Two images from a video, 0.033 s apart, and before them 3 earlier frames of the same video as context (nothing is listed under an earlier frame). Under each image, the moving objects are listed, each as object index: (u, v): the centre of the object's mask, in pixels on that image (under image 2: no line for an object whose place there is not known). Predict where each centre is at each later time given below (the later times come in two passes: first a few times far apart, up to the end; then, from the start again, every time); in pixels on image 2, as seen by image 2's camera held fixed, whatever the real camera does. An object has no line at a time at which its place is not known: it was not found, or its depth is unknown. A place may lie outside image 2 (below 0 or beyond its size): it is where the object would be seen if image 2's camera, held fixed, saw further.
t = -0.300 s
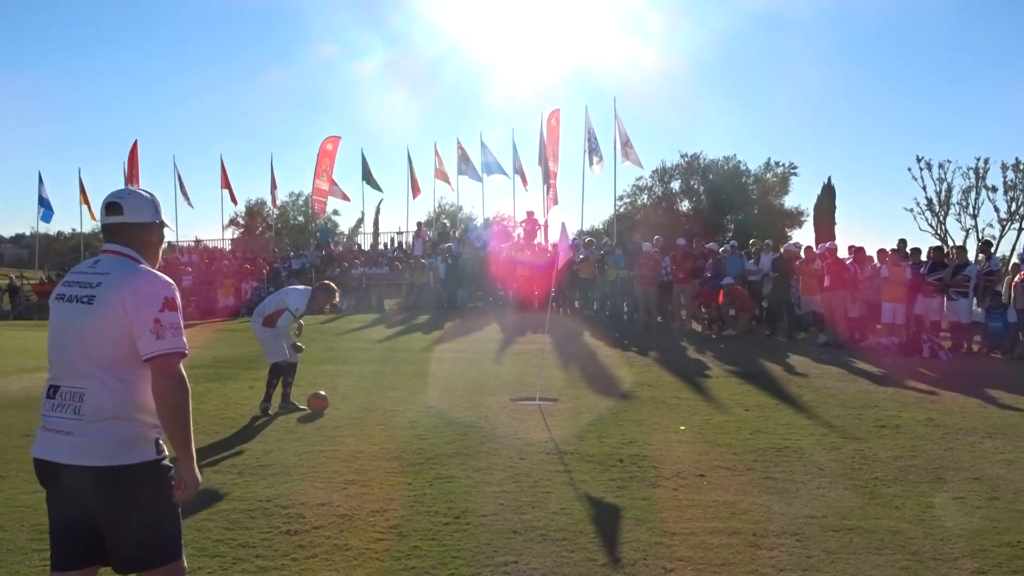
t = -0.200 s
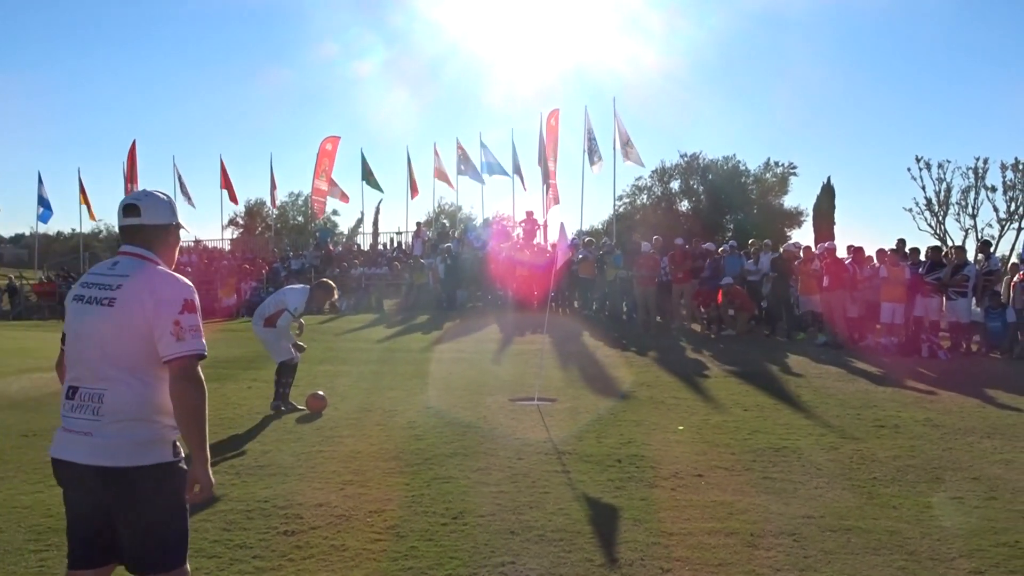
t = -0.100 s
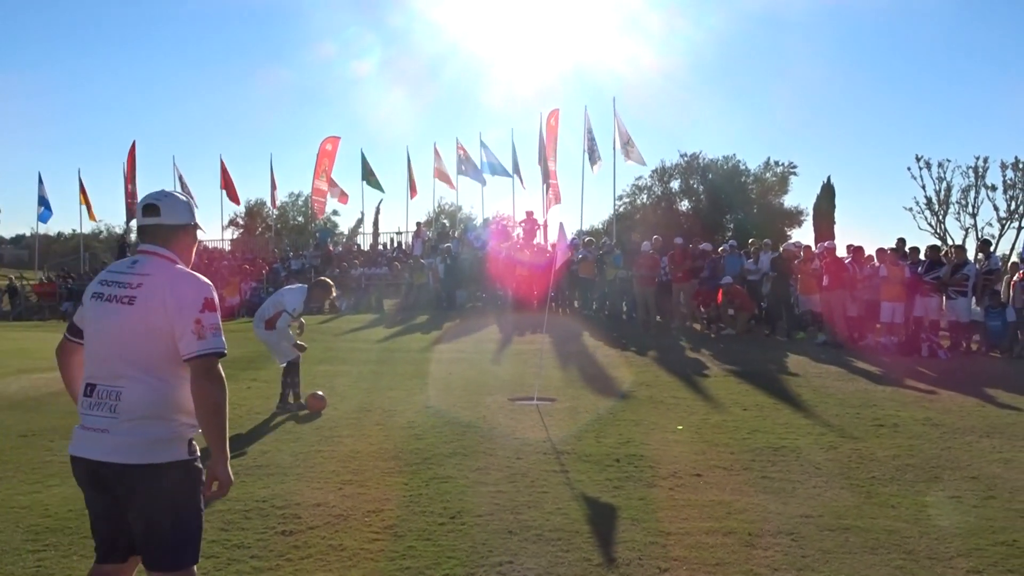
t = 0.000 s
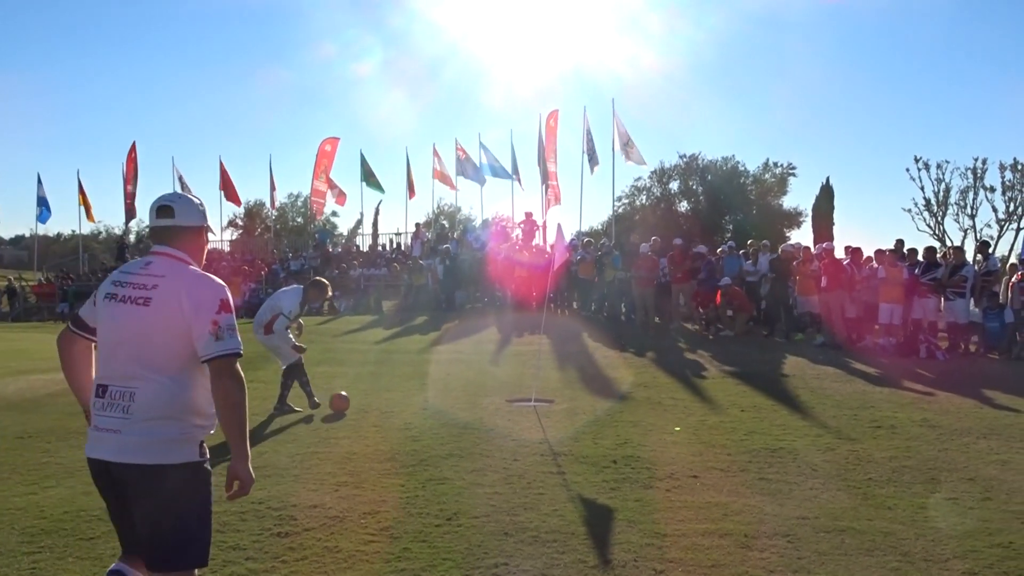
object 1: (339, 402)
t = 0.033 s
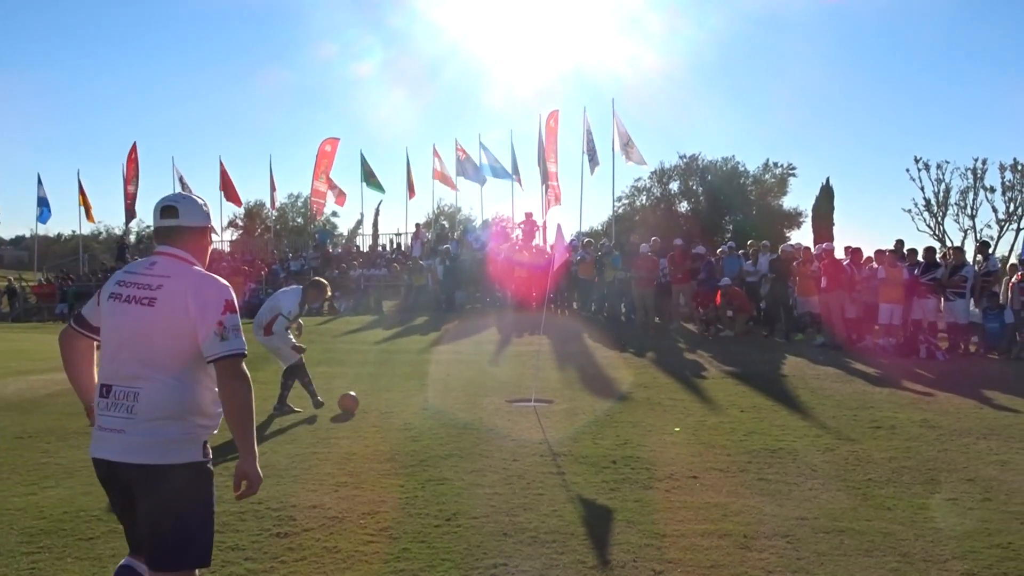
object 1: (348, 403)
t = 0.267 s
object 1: (396, 400)
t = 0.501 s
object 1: (436, 397)
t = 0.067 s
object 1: (356, 401)
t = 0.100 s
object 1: (364, 400)
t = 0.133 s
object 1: (371, 401)
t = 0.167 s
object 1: (378, 401)
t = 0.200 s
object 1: (384, 400)
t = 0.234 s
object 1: (390, 399)
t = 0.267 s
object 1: (396, 400)
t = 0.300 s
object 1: (402, 399)
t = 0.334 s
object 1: (408, 399)
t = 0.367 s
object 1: (414, 399)
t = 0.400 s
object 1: (420, 398)
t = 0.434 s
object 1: (425, 397)
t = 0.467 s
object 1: (431, 397)
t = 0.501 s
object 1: (436, 397)
